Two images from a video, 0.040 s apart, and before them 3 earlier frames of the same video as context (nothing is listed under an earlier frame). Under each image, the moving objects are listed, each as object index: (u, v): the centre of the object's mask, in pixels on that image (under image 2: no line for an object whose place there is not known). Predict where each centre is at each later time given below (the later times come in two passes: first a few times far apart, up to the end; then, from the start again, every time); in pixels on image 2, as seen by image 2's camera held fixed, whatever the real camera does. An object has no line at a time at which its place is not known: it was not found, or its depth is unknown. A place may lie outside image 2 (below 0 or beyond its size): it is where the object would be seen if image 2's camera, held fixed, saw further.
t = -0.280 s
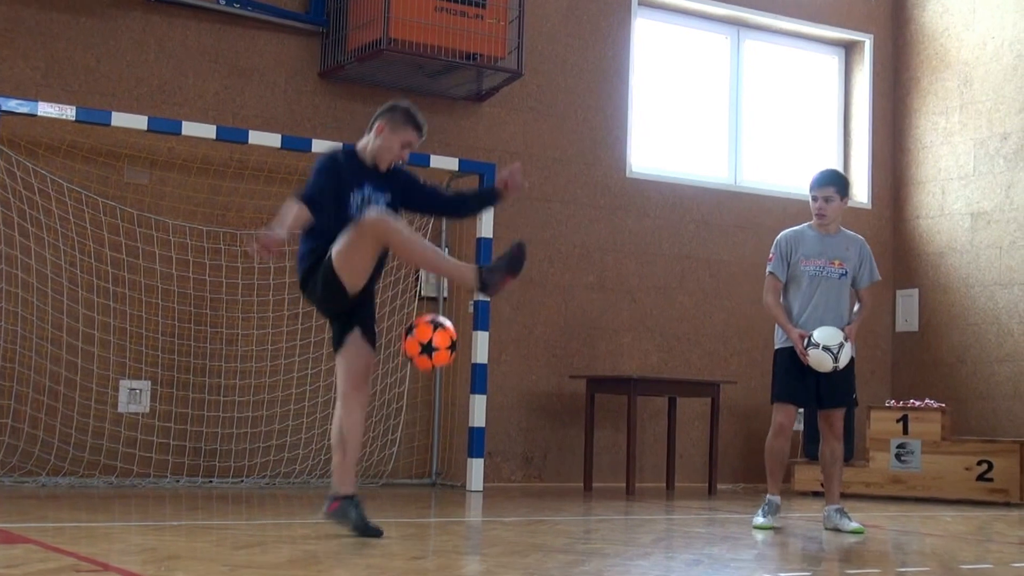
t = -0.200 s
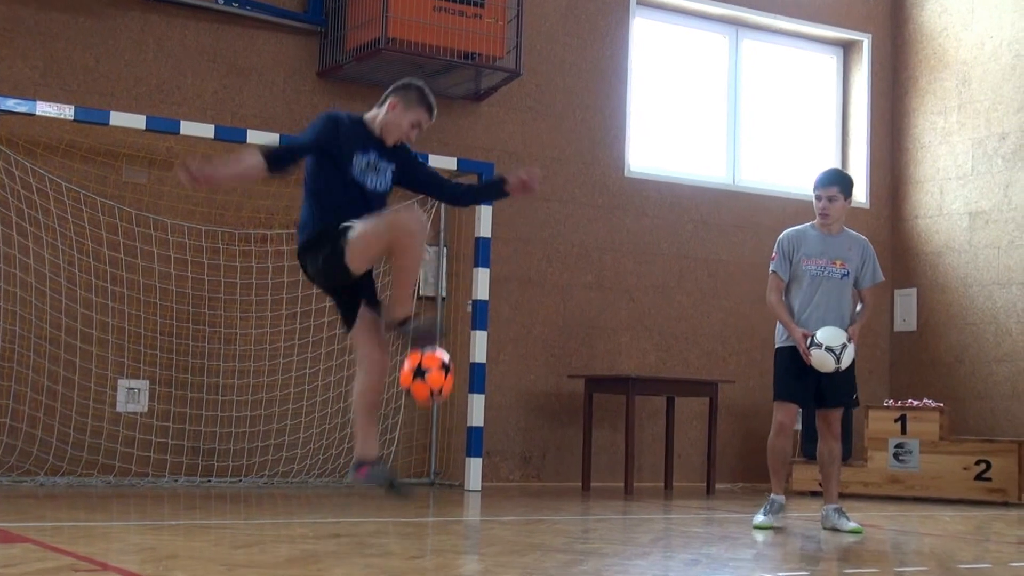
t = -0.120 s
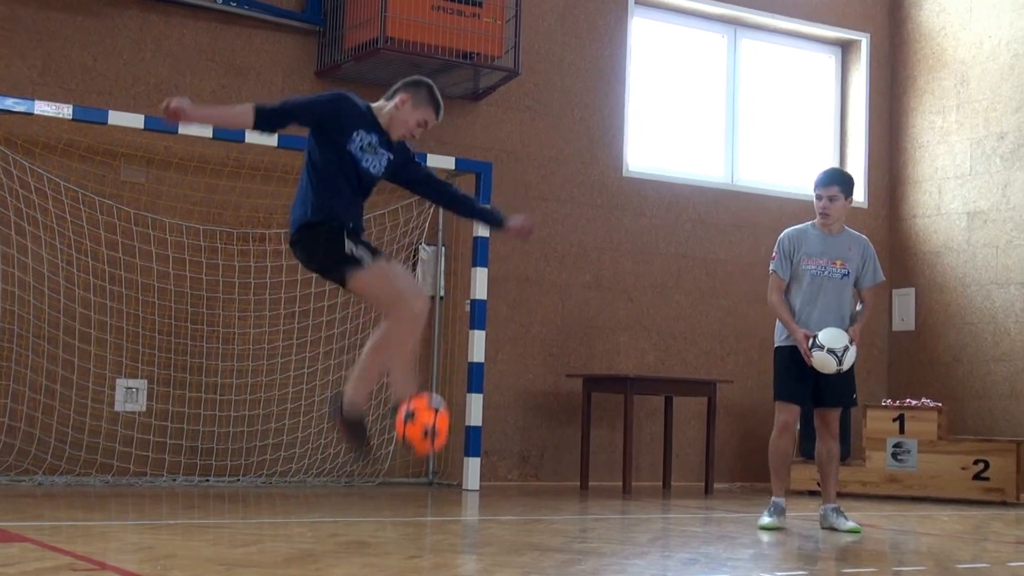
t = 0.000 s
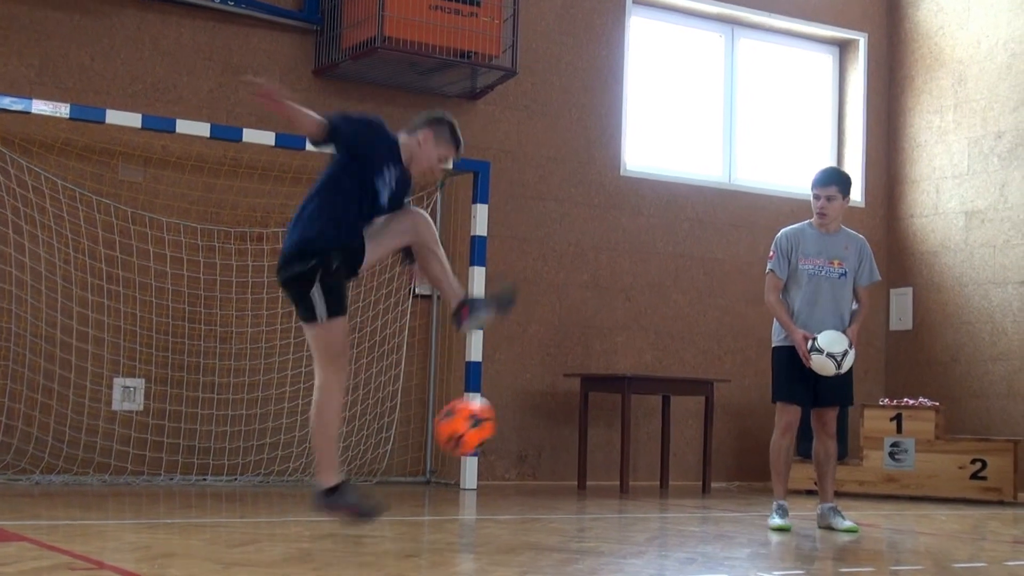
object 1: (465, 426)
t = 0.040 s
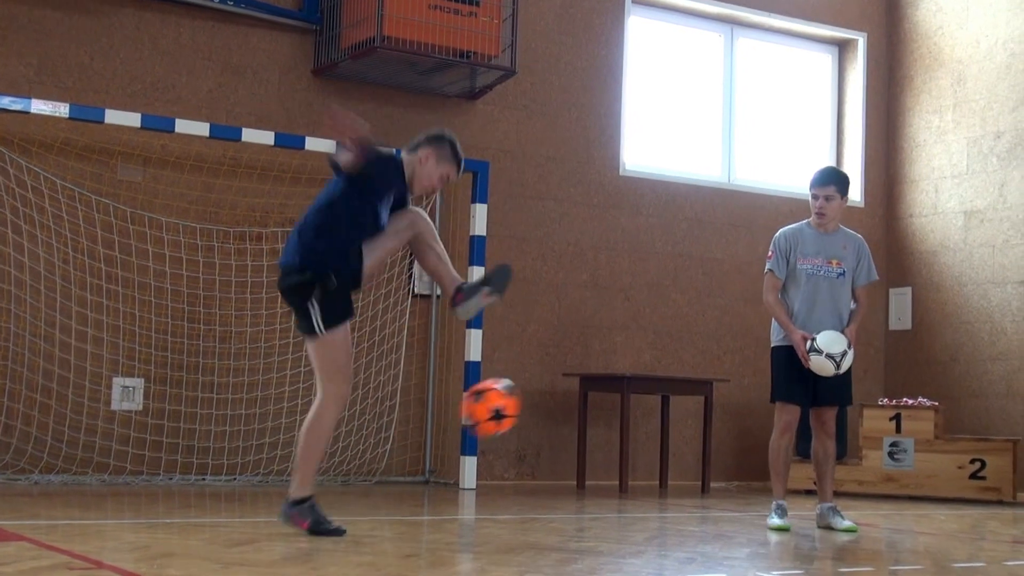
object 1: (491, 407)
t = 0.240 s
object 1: (625, 375)
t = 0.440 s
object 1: (767, 450)
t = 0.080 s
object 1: (518, 393)
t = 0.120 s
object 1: (545, 383)
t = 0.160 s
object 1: (571, 376)
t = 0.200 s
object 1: (598, 373)
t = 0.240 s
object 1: (625, 375)
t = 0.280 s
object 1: (652, 380)
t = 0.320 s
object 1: (681, 391)
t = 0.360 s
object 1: (710, 406)
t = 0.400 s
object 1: (738, 426)
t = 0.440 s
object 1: (767, 450)
